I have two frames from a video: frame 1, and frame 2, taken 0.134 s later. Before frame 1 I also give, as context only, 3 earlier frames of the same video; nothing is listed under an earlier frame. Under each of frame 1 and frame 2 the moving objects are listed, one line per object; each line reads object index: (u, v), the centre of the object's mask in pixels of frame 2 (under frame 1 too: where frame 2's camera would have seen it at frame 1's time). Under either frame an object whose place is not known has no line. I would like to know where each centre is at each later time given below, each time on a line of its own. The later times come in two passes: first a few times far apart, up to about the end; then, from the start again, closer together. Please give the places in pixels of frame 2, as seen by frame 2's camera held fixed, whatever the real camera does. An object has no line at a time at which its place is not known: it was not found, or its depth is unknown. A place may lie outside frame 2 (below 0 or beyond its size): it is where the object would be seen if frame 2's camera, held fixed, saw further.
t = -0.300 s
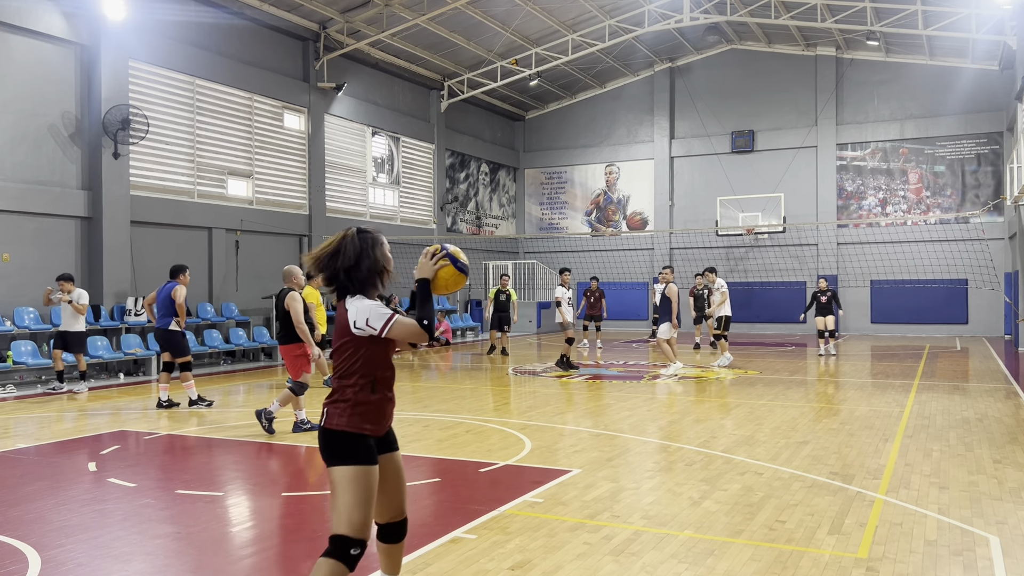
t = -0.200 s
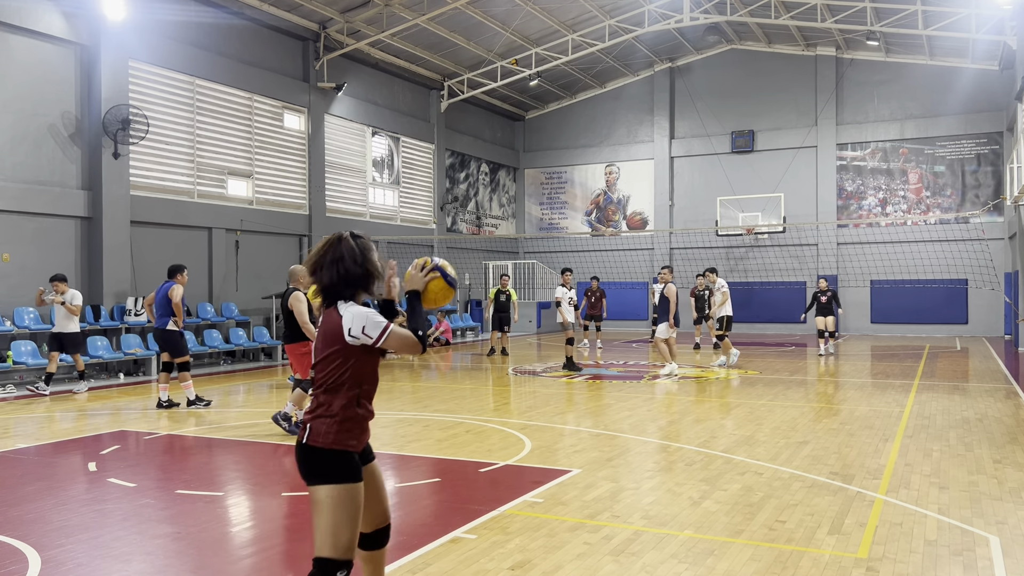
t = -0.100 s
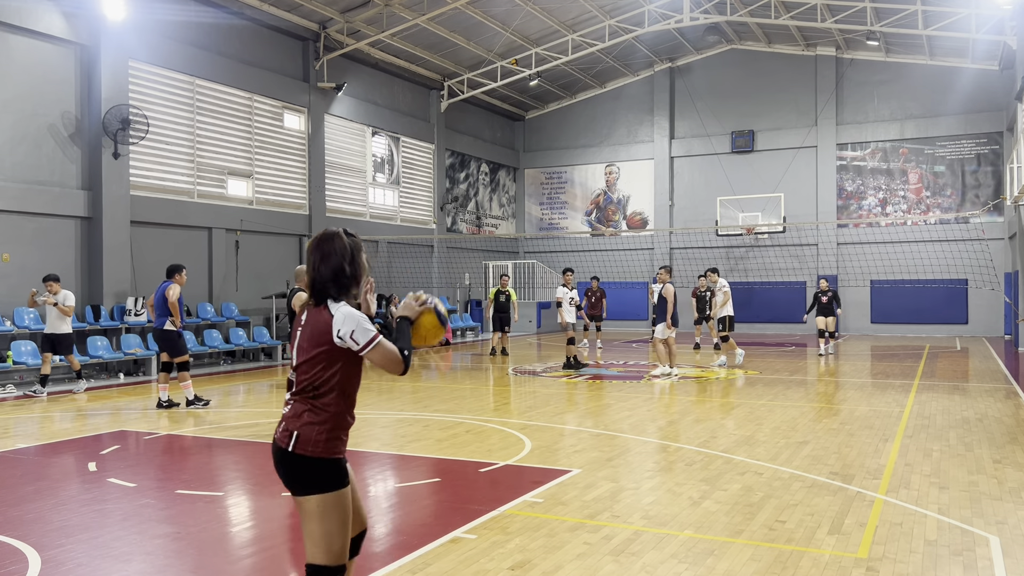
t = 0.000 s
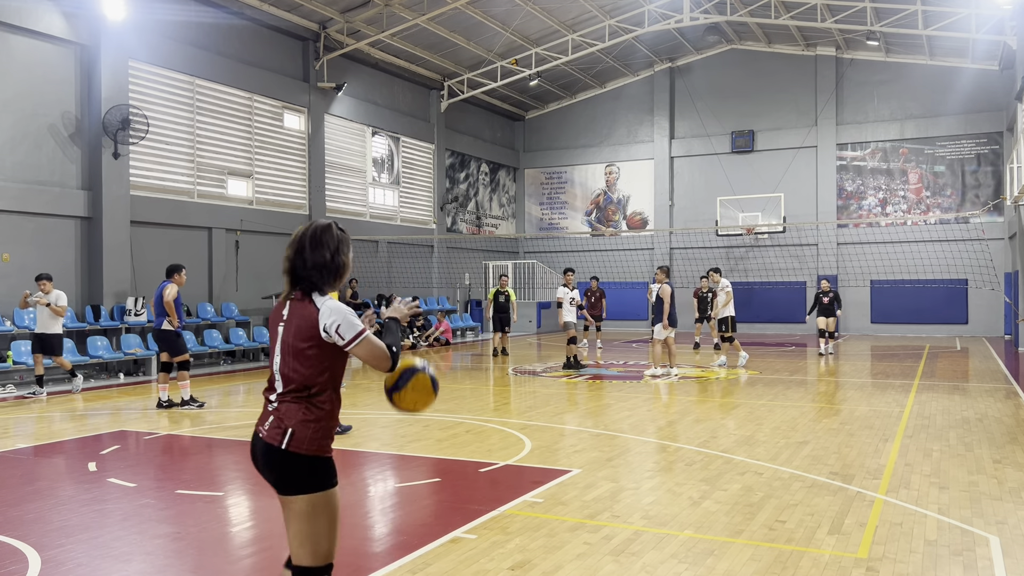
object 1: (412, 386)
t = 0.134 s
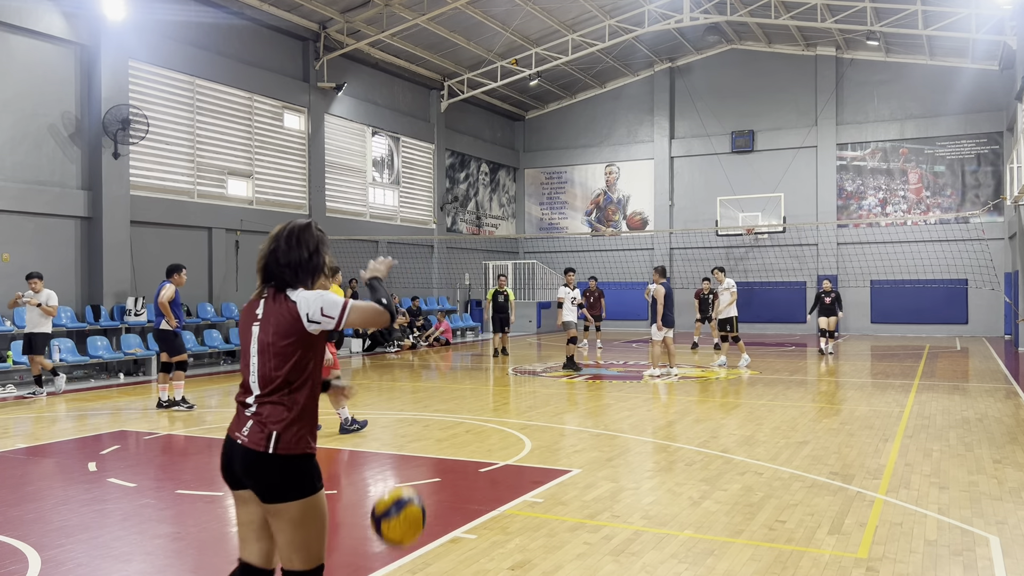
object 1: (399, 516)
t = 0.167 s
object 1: (396, 553)
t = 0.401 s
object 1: (384, 506)
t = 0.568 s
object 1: (378, 434)
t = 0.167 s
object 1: (396, 553)
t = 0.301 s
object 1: (387, 566)
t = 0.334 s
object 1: (386, 552)
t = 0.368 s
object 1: (385, 529)
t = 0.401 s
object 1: (384, 506)
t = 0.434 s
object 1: (383, 485)
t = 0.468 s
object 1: (381, 468)
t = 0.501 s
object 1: (380, 454)
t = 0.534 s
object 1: (379, 442)
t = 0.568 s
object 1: (378, 434)
